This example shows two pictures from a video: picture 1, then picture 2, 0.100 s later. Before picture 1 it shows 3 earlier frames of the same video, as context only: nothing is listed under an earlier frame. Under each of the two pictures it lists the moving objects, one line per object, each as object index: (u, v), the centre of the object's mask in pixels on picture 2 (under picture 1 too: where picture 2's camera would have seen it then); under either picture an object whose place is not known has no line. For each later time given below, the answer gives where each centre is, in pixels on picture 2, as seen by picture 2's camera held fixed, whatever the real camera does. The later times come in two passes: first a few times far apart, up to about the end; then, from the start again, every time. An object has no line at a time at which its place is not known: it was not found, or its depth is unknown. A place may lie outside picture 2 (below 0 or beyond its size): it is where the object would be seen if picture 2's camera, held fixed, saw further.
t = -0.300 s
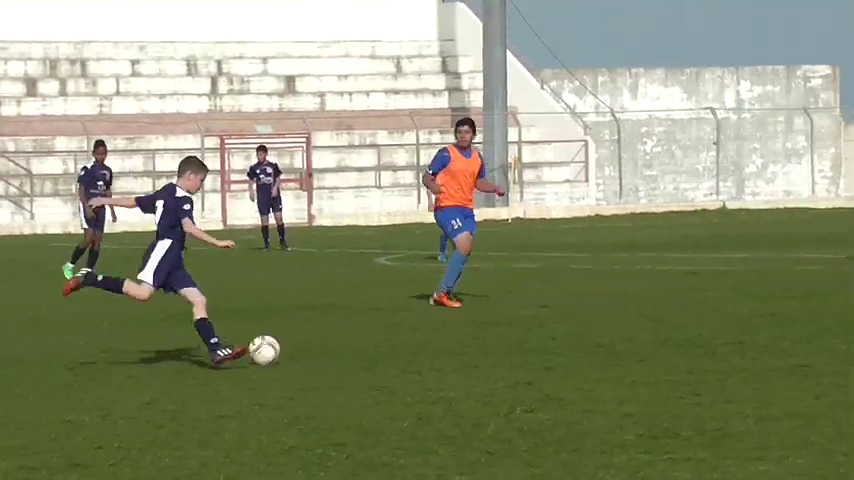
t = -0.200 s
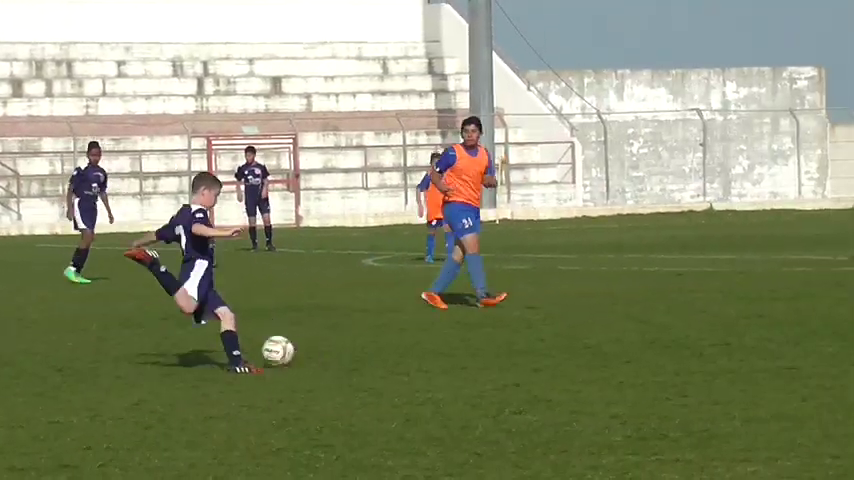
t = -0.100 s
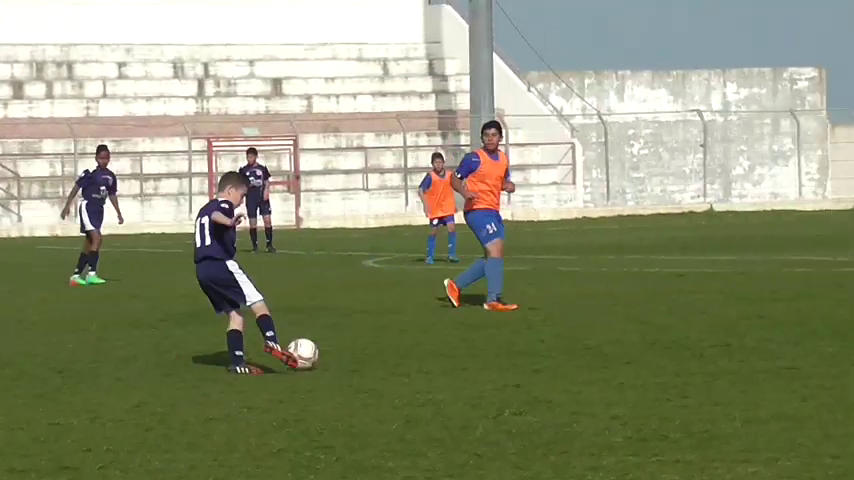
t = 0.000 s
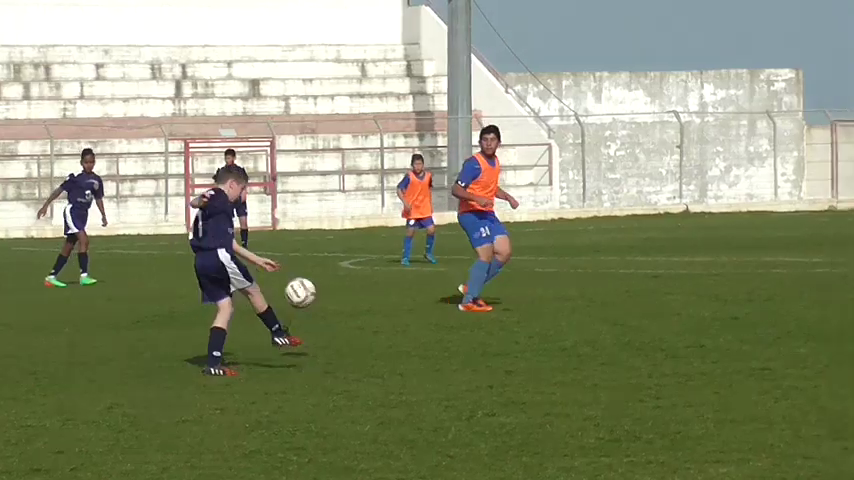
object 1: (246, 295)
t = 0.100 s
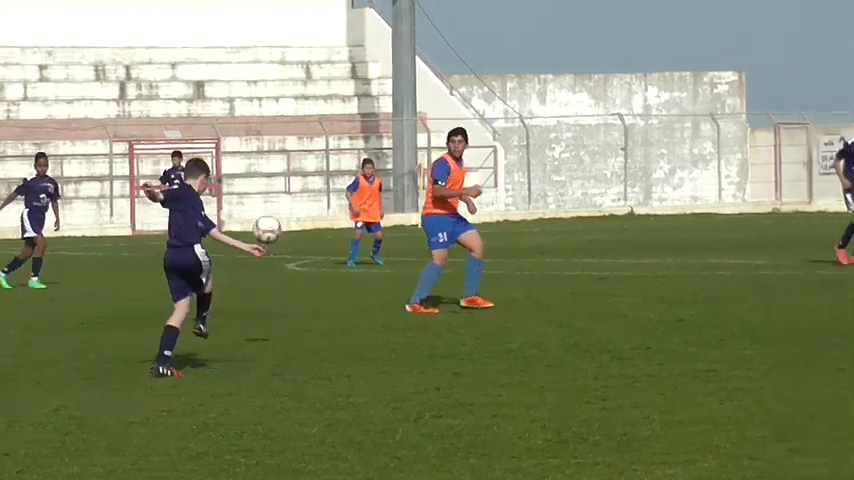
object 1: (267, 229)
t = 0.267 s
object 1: (294, 158)
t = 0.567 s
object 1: (328, 116)
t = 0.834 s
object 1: (351, 150)
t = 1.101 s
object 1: (367, 231)
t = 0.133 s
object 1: (272, 212)
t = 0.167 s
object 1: (278, 196)
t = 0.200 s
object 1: (284, 181)
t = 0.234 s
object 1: (289, 170)
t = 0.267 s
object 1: (294, 158)
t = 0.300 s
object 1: (298, 147)
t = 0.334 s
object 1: (302, 140)
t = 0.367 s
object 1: (307, 132)
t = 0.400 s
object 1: (311, 126)
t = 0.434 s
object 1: (315, 122)
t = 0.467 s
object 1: (320, 121)
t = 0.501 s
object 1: (322, 117)
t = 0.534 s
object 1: (326, 116)
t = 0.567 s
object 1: (328, 116)
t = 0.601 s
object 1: (331, 117)
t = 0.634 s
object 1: (334, 119)
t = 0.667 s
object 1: (338, 123)
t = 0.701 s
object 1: (341, 126)
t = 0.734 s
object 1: (343, 130)
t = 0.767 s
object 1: (346, 137)
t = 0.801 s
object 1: (348, 142)
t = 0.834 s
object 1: (351, 150)
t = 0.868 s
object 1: (354, 159)
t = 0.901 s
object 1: (355, 166)
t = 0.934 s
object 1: (359, 176)
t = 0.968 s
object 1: (362, 186)
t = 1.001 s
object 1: (362, 197)
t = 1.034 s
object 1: (364, 208)
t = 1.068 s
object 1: (365, 220)
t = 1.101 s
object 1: (367, 231)
